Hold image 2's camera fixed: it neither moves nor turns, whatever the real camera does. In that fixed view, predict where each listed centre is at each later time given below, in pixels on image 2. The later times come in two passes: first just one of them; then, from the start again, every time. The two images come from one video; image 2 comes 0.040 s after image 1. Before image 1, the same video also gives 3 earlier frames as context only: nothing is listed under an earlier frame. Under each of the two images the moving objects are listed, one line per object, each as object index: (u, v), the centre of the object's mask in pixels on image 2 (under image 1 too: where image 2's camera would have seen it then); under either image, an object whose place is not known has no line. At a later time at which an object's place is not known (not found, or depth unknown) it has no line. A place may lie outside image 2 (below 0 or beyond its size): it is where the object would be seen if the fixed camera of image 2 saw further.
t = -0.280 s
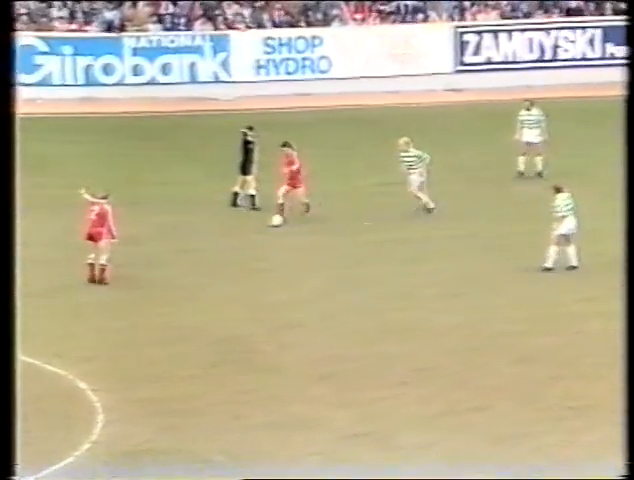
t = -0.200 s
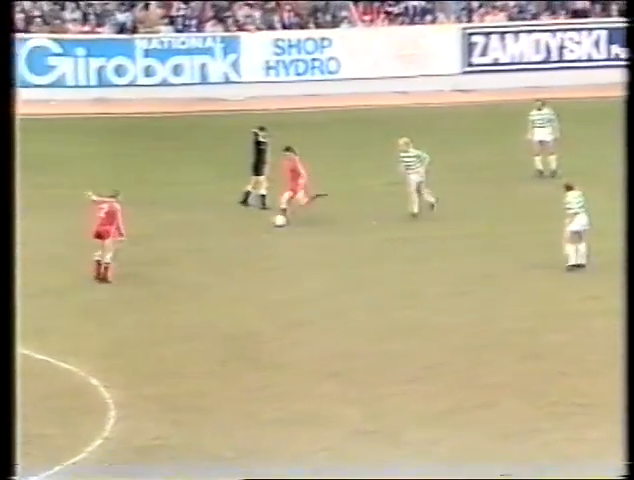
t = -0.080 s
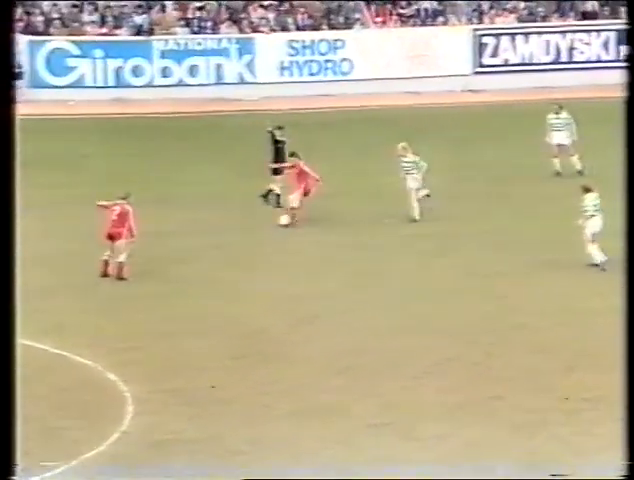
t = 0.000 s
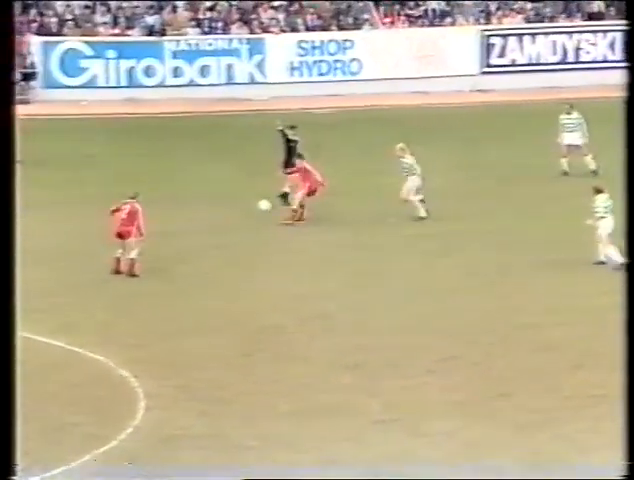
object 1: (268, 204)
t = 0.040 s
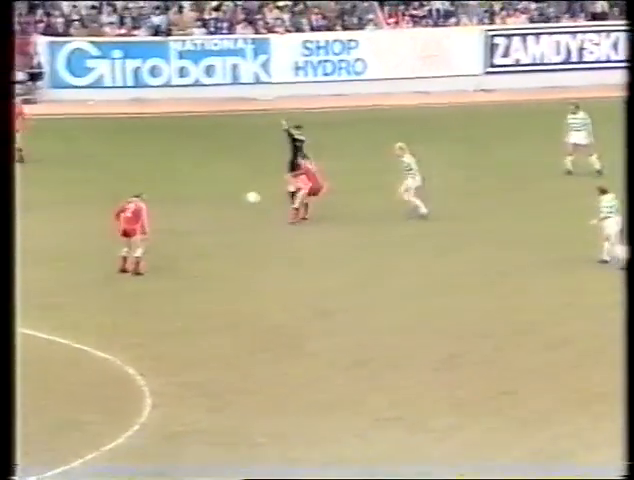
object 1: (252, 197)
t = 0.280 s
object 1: (171, 169)
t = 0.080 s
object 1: (238, 191)
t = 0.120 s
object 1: (223, 185)
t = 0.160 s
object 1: (209, 180)
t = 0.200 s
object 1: (195, 175)
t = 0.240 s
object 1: (183, 172)
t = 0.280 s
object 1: (171, 169)
